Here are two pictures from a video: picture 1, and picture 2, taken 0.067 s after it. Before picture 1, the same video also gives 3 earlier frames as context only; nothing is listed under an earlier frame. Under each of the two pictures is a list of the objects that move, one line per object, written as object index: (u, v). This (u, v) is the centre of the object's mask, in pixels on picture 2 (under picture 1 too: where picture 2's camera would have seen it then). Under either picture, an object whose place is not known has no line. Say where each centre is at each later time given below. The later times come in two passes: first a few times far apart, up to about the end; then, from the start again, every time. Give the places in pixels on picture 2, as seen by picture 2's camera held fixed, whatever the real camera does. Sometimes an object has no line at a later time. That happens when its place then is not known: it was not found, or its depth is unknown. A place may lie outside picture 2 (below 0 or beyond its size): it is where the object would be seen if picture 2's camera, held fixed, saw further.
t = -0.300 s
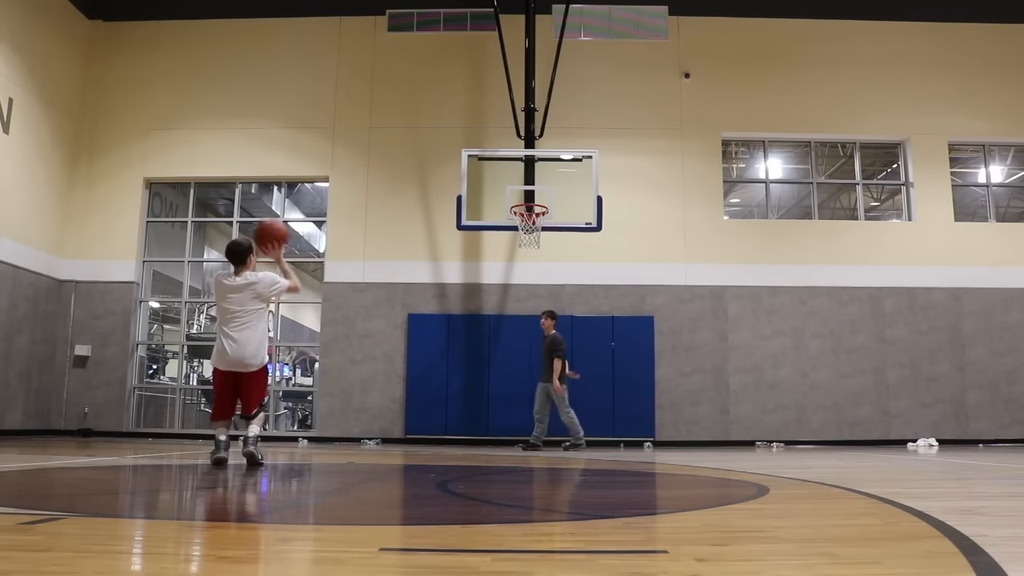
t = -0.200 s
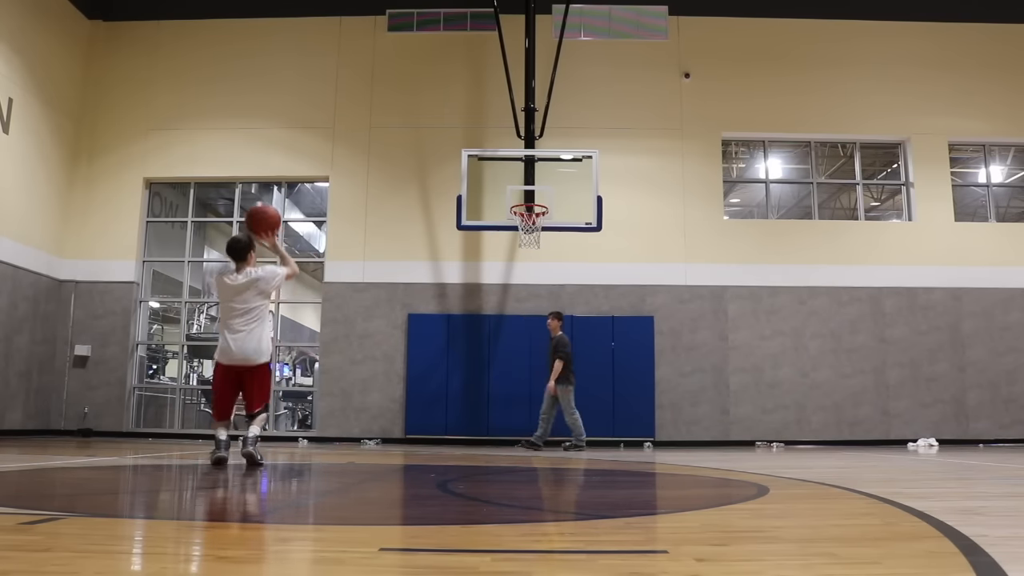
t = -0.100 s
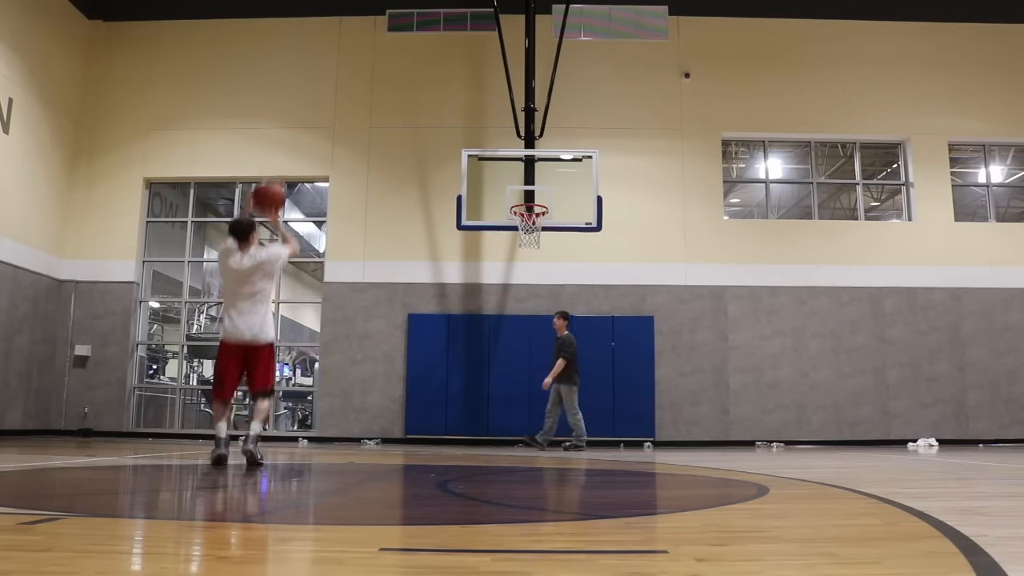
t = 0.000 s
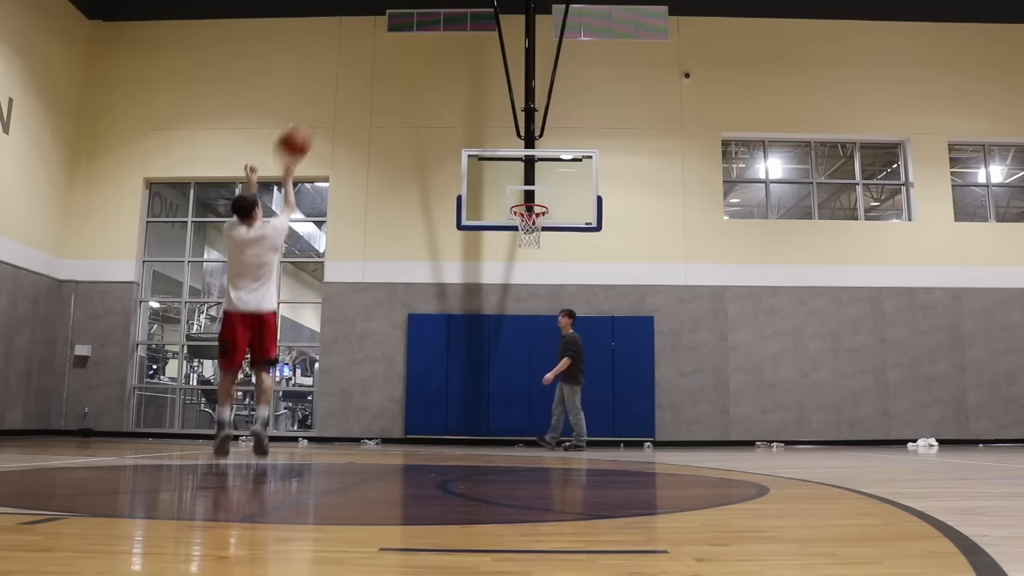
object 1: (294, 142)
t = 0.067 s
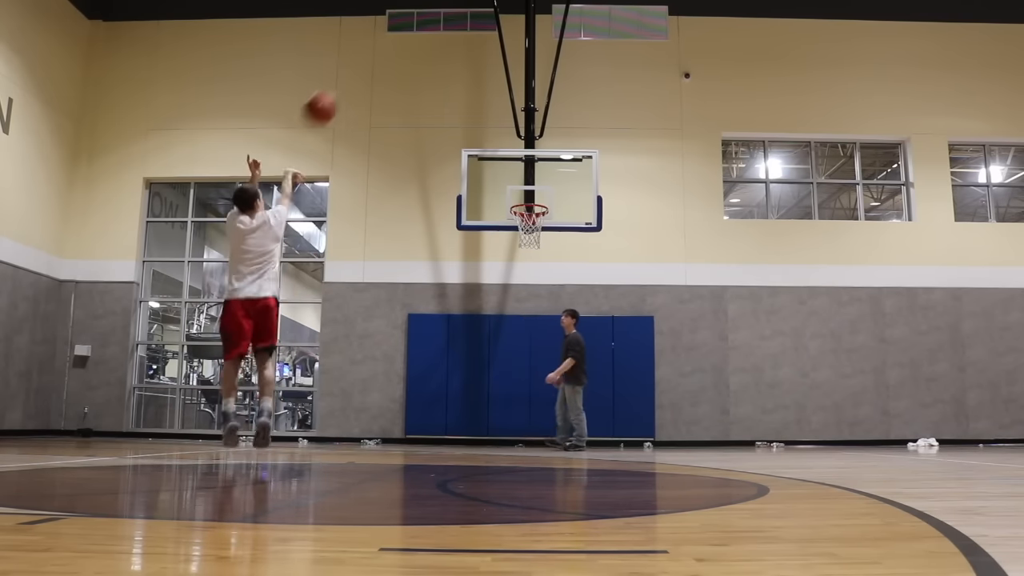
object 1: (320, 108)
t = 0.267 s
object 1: (384, 50)
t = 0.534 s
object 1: (446, 45)
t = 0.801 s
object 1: (491, 96)
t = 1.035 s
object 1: (524, 175)
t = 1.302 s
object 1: (532, 237)
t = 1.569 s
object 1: (522, 288)
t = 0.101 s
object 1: (332, 94)
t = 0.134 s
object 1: (343, 82)
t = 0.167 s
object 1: (354, 71)
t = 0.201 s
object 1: (365, 63)
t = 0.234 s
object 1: (375, 56)
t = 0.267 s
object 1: (384, 50)
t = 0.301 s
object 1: (393, 45)
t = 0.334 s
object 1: (402, 42)
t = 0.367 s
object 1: (410, 40)
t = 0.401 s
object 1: (417, 39)
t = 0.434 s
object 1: (425, 39)
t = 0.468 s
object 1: (432, 40)
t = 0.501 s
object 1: (439, 43)
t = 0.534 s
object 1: (446, 45)
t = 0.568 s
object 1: (452, 49)
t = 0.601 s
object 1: (458, 53)
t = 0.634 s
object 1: (464, 58)
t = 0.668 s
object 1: (470, 65)
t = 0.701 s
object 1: (475, 71)
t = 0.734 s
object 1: (481, 79)
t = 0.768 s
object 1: (486, 87)
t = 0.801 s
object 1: (491, 96)
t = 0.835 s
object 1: (496, 106)
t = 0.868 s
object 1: (501, 116)
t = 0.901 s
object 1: (505, 127)
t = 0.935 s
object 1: (510, 138)
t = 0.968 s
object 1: (515, 150)
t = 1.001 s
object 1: (520, 163)
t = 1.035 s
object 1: (524, 175)
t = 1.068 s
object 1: (528, 190)
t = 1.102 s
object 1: (532, 198)
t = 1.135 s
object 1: (535, 213)
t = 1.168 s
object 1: (538, 221)
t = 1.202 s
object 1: (538, 228)
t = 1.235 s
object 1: (536, 230)
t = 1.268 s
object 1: (534, 236)
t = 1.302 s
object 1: (532, 237)
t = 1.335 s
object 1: (531, 239)
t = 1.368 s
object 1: (530, 244)
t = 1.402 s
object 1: (529, 249)
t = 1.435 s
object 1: (527, 255)
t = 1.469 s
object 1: (526, 262)
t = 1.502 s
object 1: (524, 269)
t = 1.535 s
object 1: (523, 277)
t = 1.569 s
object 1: (522, 288)
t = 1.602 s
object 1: (520, 297)
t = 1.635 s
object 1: (519, 307)
